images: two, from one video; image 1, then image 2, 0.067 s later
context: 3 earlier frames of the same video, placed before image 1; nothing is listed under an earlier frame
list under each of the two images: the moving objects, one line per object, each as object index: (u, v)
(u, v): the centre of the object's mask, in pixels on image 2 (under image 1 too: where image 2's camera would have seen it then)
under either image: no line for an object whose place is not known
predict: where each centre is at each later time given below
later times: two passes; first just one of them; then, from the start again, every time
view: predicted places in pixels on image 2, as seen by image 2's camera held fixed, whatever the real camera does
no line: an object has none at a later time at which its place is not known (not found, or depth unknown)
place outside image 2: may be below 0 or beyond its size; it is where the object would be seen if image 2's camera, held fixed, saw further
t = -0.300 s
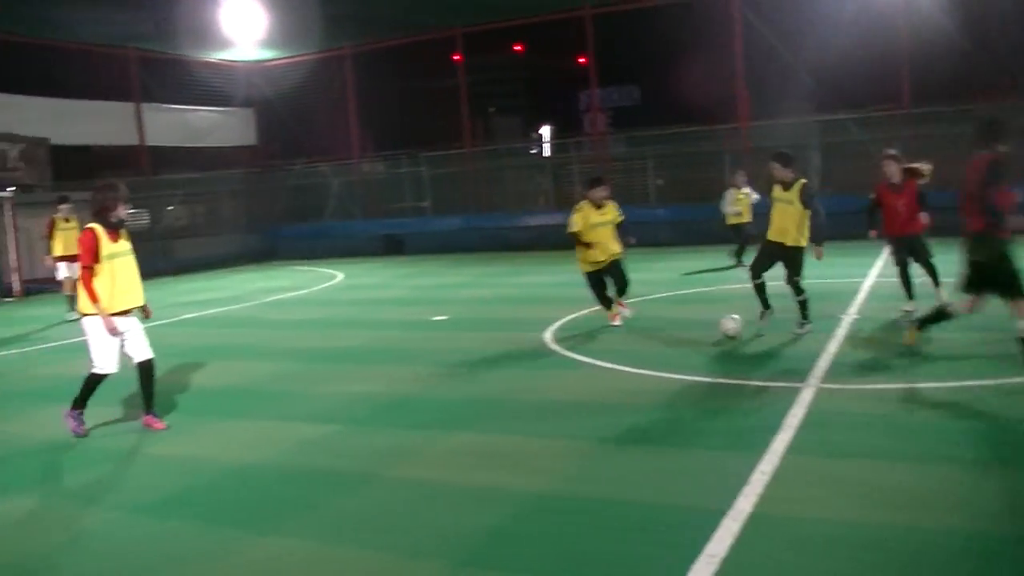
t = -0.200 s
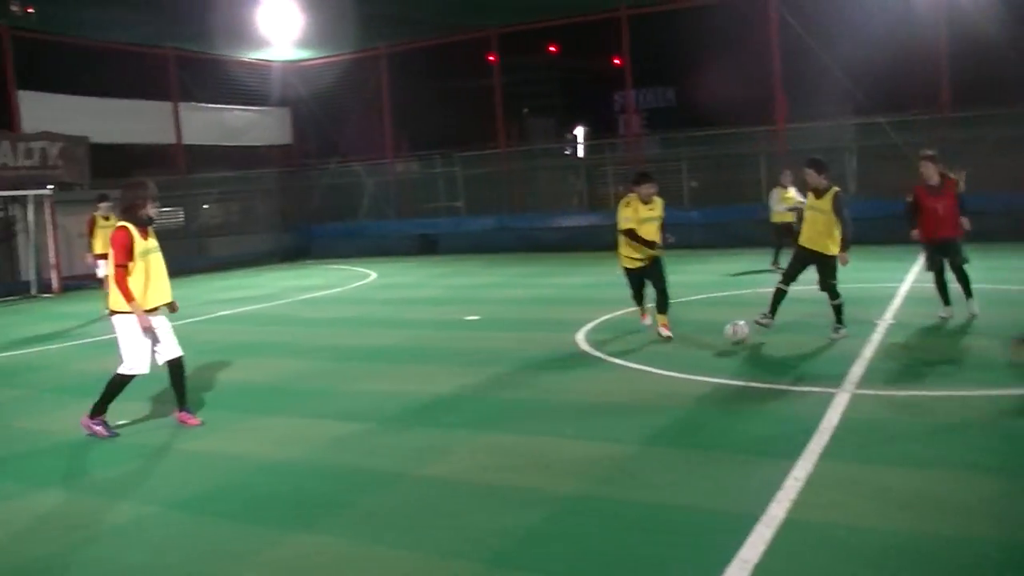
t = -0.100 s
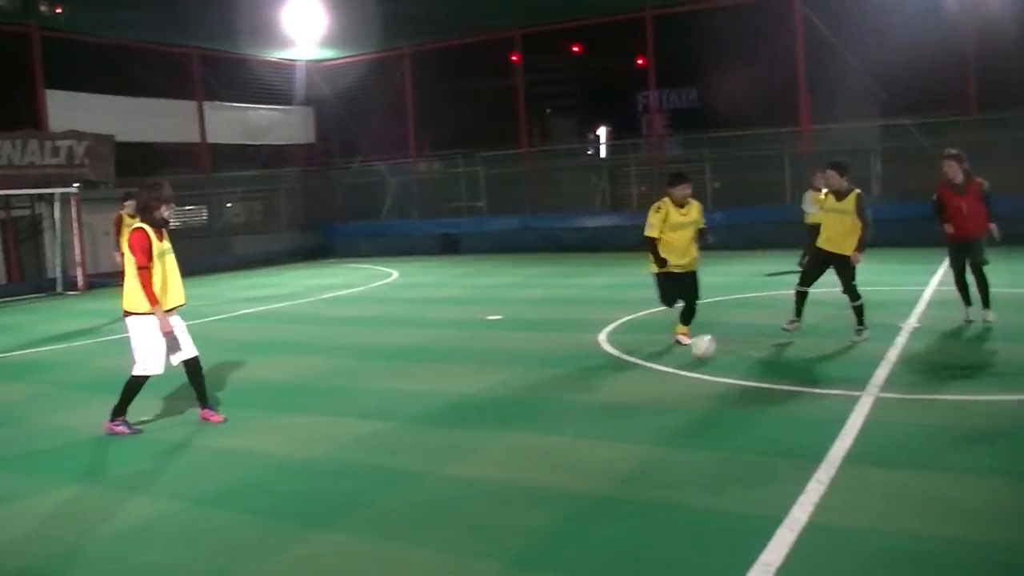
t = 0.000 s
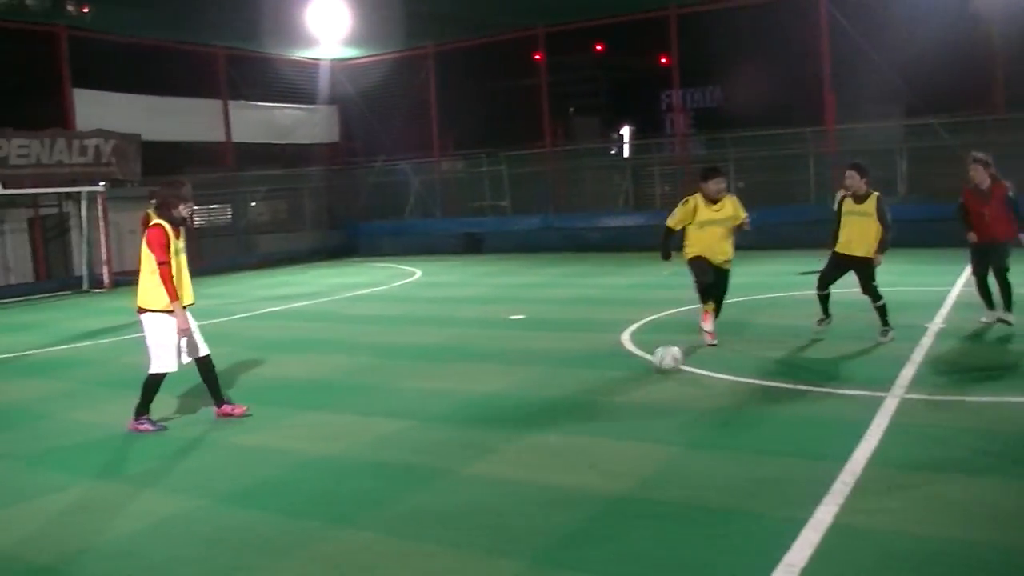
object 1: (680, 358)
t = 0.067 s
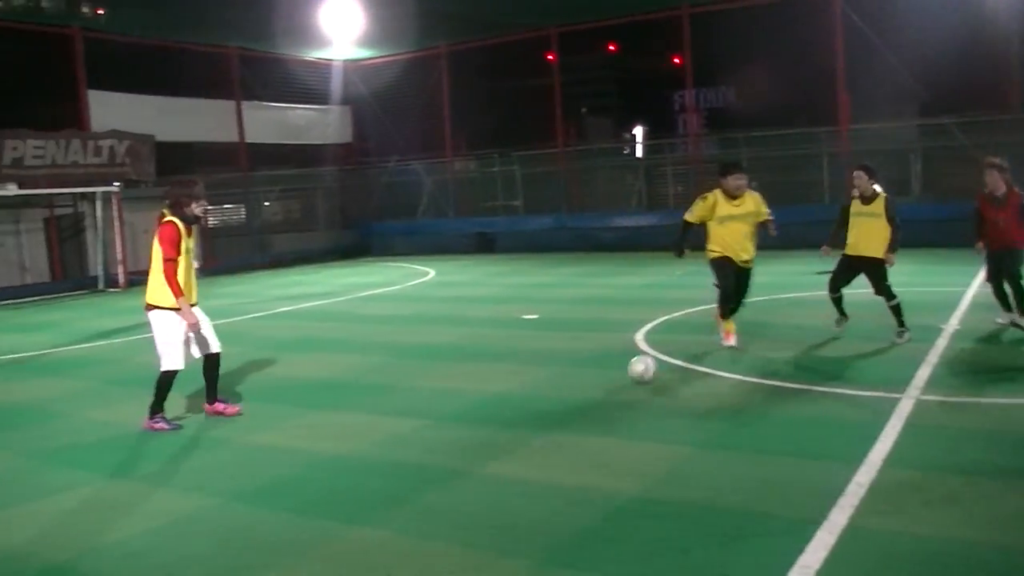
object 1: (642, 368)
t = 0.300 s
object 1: (515, 394)
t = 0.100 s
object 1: (624, 372)
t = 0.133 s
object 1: (606, 375)
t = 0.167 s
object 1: (587, 379)
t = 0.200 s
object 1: (568, 384)
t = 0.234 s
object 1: (551, 387)
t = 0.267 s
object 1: (533, 391)
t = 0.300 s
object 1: (515, 394)
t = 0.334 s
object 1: (497, 398)
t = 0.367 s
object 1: (480, 402)
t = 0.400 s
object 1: (460, 405)
